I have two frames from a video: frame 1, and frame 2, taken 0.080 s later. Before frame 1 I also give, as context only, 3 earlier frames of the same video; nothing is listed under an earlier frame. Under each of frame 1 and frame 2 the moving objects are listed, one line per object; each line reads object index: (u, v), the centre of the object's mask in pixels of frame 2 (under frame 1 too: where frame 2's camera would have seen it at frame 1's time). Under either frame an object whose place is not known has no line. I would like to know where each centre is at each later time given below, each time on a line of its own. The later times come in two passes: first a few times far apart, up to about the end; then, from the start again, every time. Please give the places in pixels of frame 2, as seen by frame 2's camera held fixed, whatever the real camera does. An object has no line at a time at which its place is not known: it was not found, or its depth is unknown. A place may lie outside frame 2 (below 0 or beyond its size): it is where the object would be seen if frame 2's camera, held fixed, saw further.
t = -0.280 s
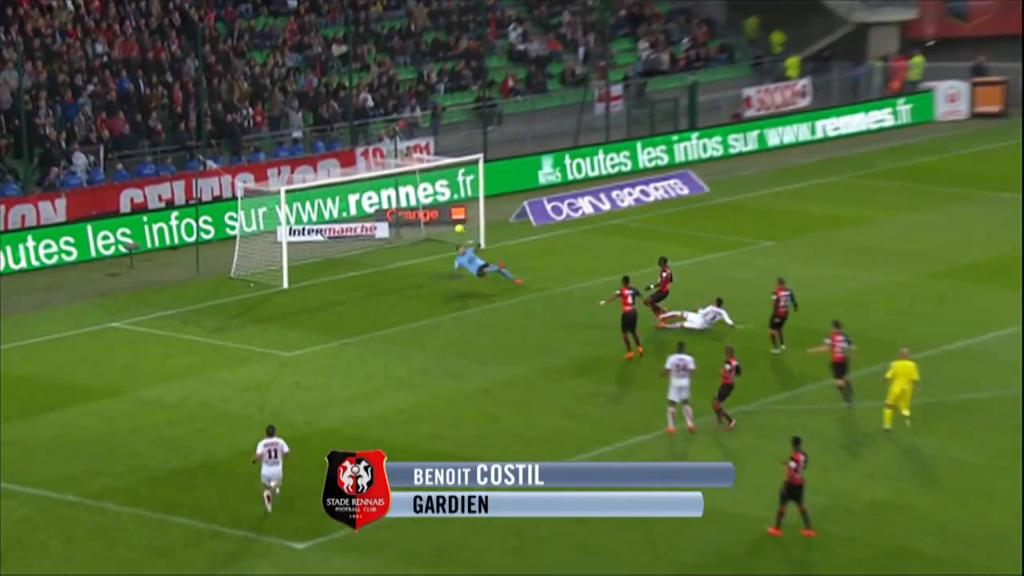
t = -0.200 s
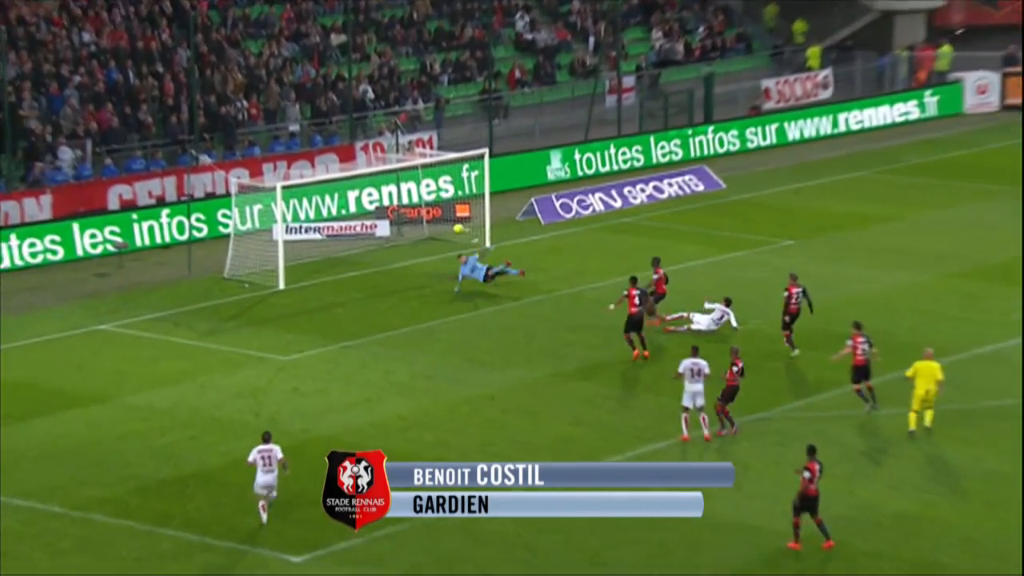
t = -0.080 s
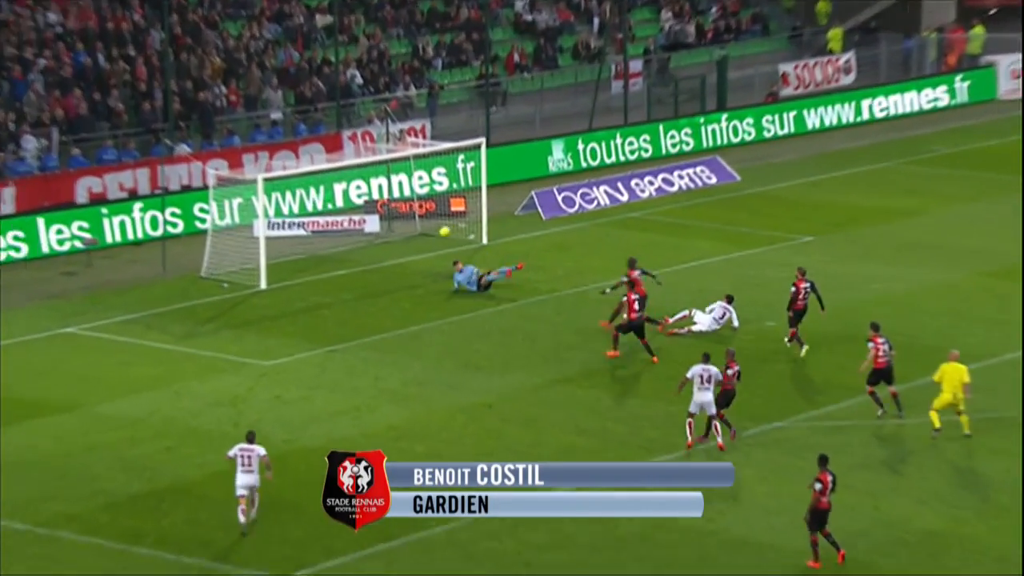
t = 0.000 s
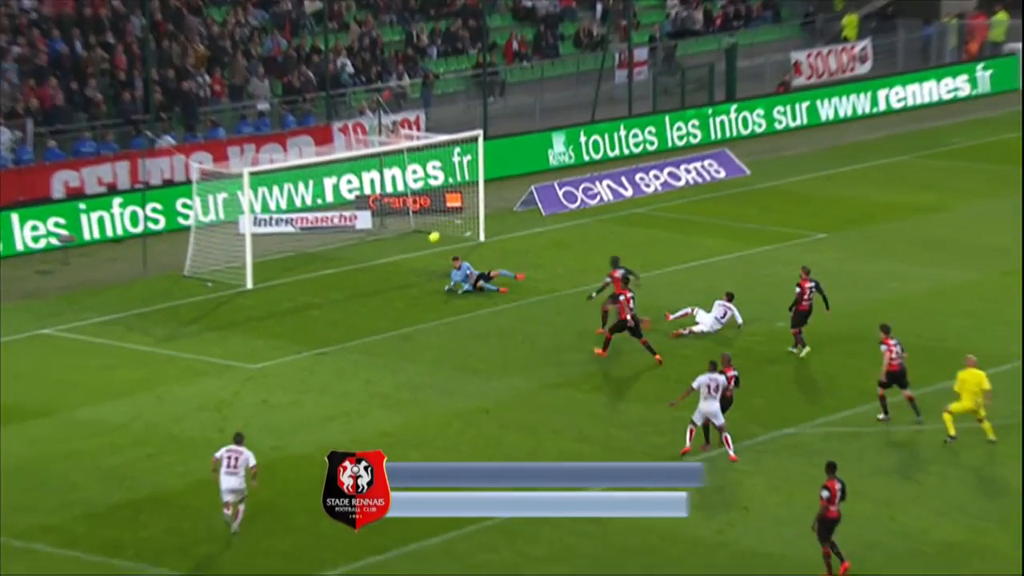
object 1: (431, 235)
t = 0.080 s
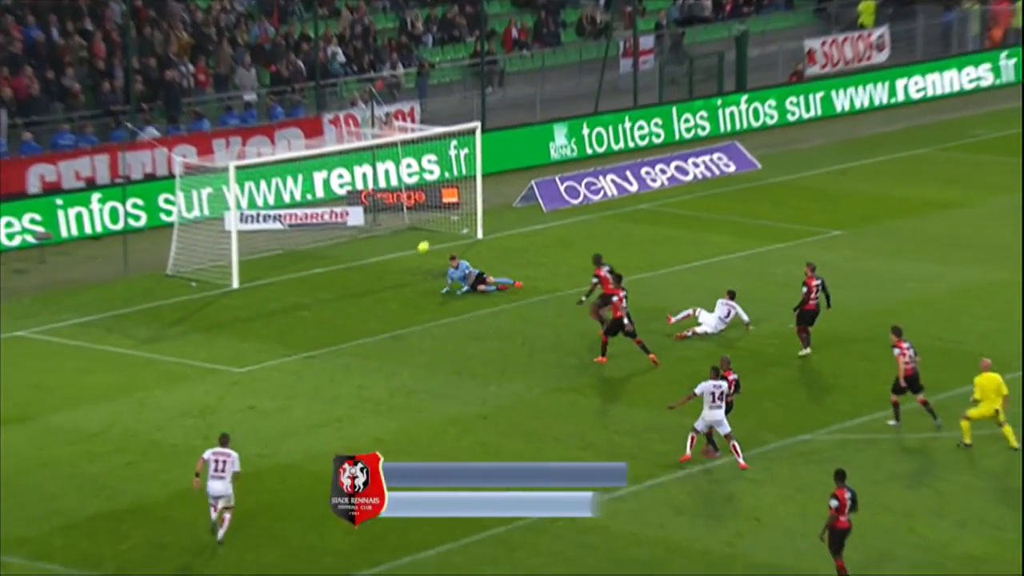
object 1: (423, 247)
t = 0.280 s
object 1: (406, 292)
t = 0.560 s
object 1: (396, 285)
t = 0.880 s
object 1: (391, 285)
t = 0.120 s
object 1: (419, 254)
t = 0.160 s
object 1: (416, 263)
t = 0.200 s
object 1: (413, 272)
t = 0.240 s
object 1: (409, 282)
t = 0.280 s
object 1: (406, 292)
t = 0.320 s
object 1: (403, 303)
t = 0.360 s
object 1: (400, 311)
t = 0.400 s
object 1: (400, 304)
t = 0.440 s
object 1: (399, 297)
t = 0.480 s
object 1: (398, 293)
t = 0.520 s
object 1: (397, 288)
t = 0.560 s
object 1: (396, 285)
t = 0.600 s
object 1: (396, 282)
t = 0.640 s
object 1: (396, 280)
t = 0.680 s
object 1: (395, 279)
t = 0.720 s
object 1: (394, 278)
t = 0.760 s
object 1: (393, 279)
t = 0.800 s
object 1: (393, 279)
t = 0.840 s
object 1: (392, 281)
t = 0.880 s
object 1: (391, 285)
